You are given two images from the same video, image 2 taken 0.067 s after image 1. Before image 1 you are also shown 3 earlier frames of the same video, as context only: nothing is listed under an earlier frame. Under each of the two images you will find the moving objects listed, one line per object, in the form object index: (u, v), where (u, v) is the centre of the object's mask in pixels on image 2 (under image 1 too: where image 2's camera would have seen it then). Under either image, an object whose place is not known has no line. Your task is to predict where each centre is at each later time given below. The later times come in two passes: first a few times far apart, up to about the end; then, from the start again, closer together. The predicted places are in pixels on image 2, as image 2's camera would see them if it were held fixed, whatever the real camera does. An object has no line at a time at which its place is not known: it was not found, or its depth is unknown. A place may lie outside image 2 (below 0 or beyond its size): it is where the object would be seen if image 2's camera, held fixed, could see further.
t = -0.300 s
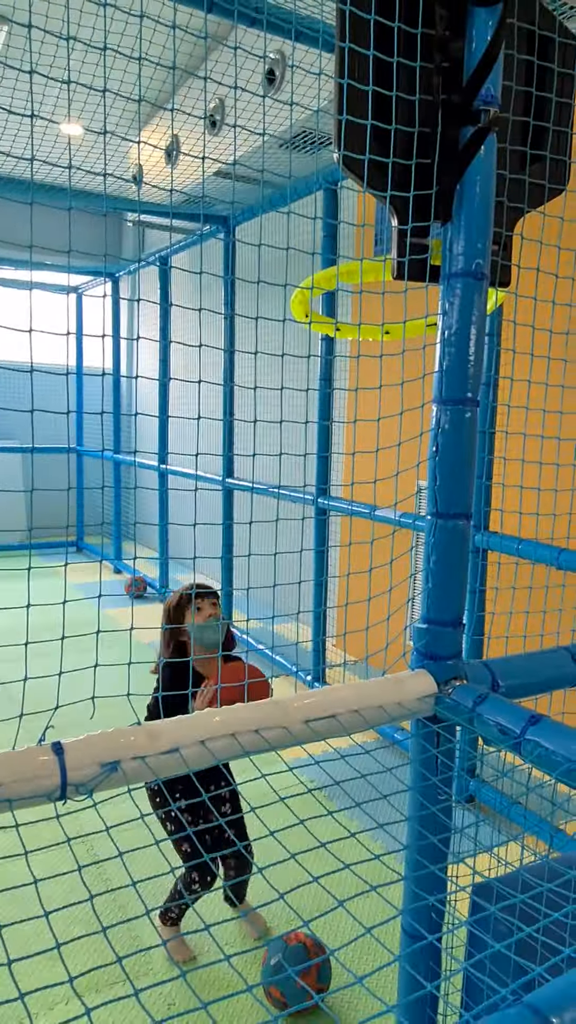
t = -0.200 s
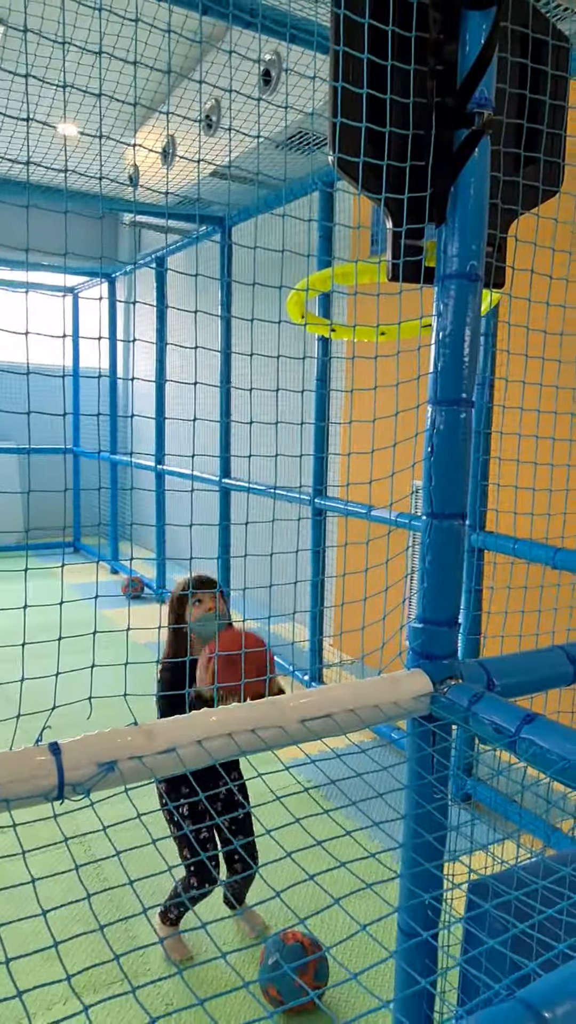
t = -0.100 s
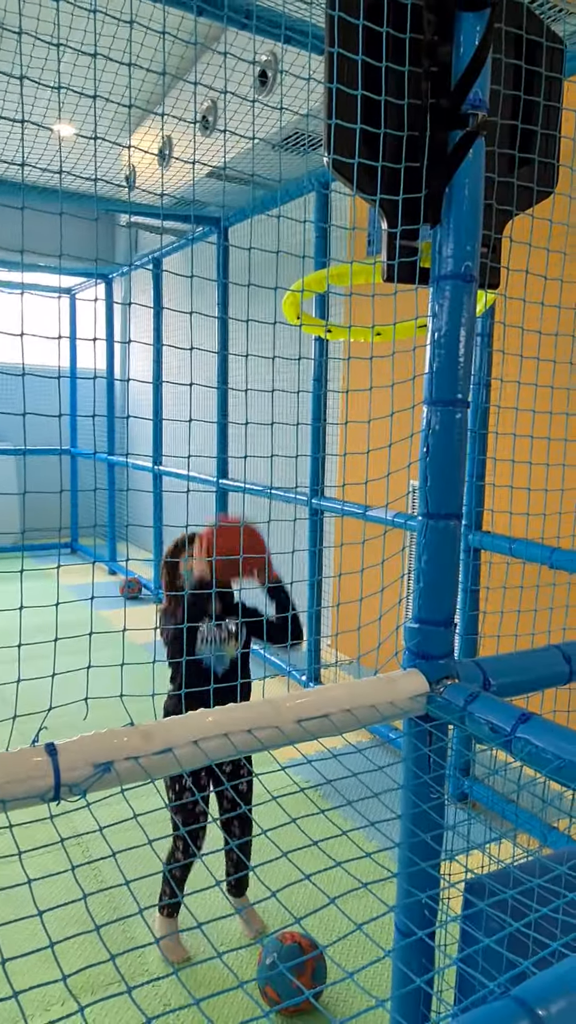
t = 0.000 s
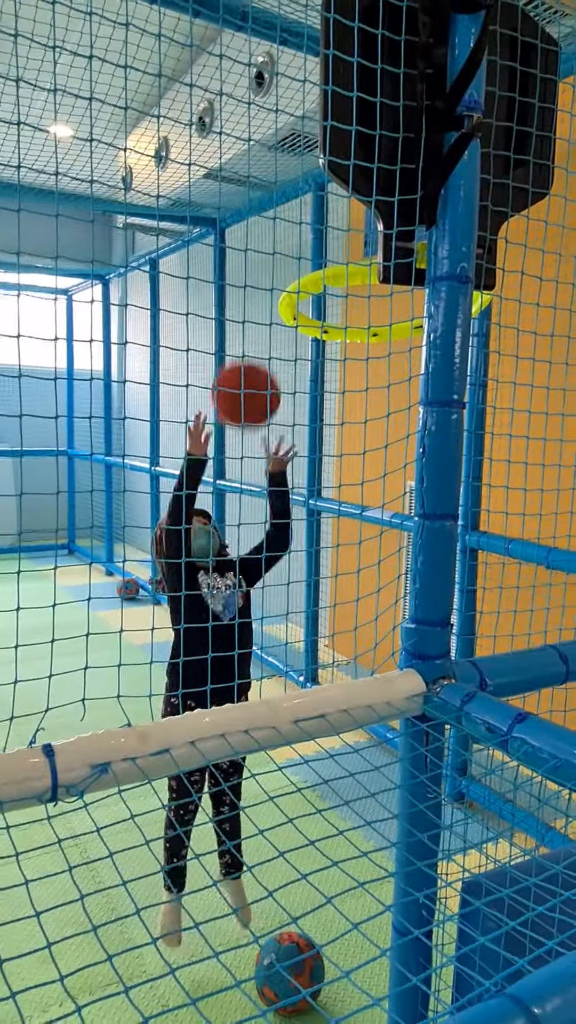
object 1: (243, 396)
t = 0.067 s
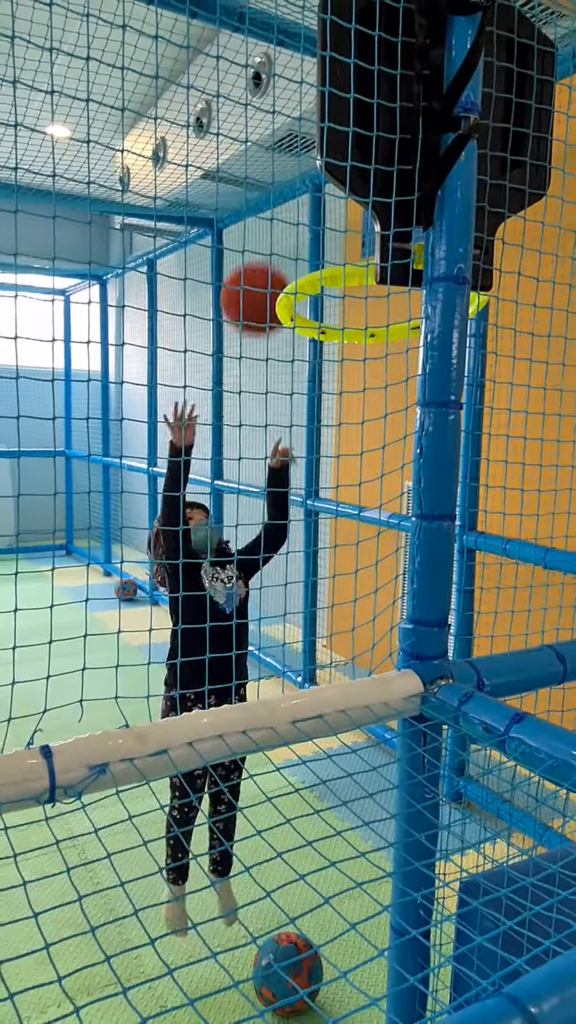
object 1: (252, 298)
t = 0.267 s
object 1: (291, 89)
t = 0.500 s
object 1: (317, 26)
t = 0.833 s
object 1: (389, 316)
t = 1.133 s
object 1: (368, 335)
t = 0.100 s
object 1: (263, 255)
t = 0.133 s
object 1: (270, 215)
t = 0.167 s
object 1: (277, 177)
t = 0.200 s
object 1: (282, 144)
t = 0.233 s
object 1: (287, 113)
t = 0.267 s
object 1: (291, 89)
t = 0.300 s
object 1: (295, 66)
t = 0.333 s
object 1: (298, 48)
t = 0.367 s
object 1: (302, 35)
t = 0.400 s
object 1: (306, 27)
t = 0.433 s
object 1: (310, 23)
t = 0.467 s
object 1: (313, 21)
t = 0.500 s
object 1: (317, 26)
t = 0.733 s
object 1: (358, 220)
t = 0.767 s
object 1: (361, 239)
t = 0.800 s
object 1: (387, 307)
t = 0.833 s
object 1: (389, 316)
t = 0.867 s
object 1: (388, 317)
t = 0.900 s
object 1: (385, 308)
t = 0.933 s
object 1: (380, 298)
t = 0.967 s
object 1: (380, 301)
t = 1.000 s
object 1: (379, 301)
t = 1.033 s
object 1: (378, 309)
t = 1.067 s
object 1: (375, 311)
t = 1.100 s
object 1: (371, 313)
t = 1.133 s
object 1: (368, 335)
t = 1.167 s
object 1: (364, 355)
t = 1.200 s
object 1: (360, 372)
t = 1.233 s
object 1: (356, 393)
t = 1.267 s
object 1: (353, 419)
